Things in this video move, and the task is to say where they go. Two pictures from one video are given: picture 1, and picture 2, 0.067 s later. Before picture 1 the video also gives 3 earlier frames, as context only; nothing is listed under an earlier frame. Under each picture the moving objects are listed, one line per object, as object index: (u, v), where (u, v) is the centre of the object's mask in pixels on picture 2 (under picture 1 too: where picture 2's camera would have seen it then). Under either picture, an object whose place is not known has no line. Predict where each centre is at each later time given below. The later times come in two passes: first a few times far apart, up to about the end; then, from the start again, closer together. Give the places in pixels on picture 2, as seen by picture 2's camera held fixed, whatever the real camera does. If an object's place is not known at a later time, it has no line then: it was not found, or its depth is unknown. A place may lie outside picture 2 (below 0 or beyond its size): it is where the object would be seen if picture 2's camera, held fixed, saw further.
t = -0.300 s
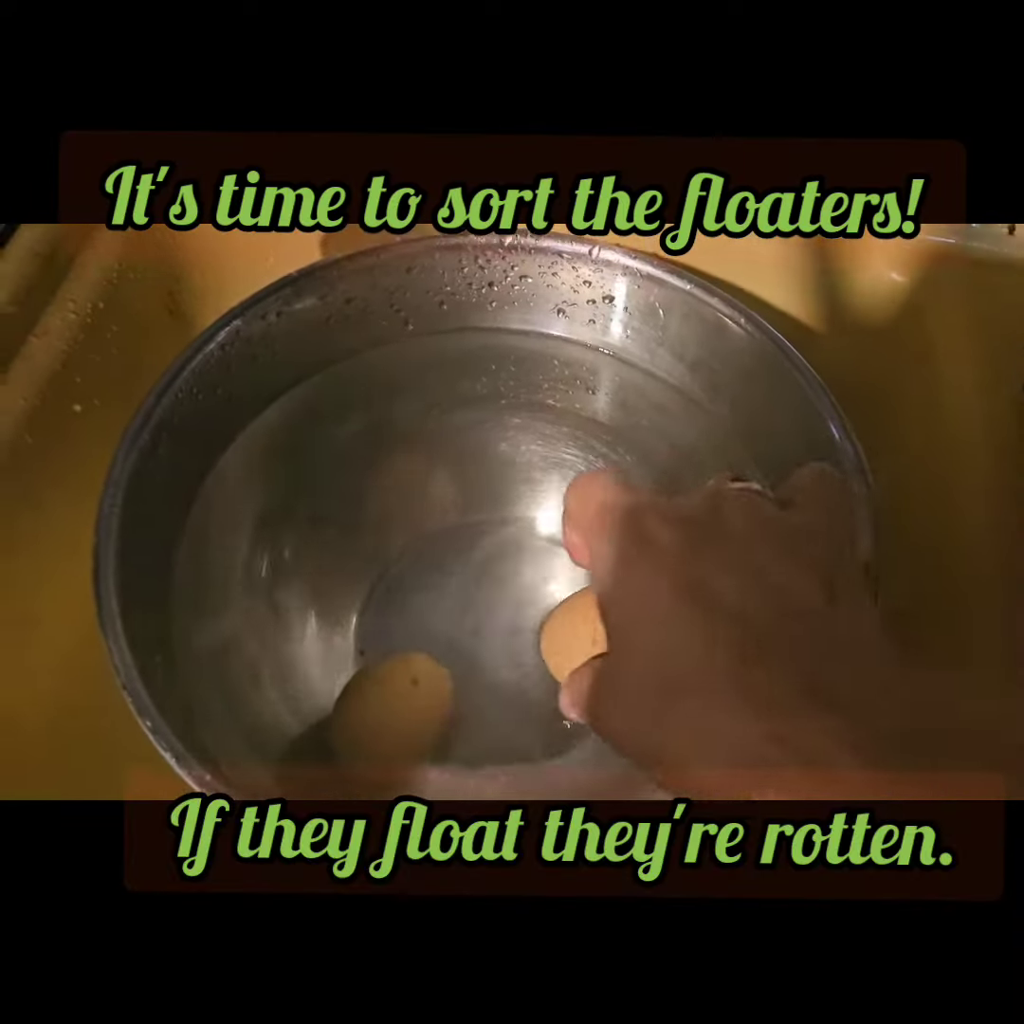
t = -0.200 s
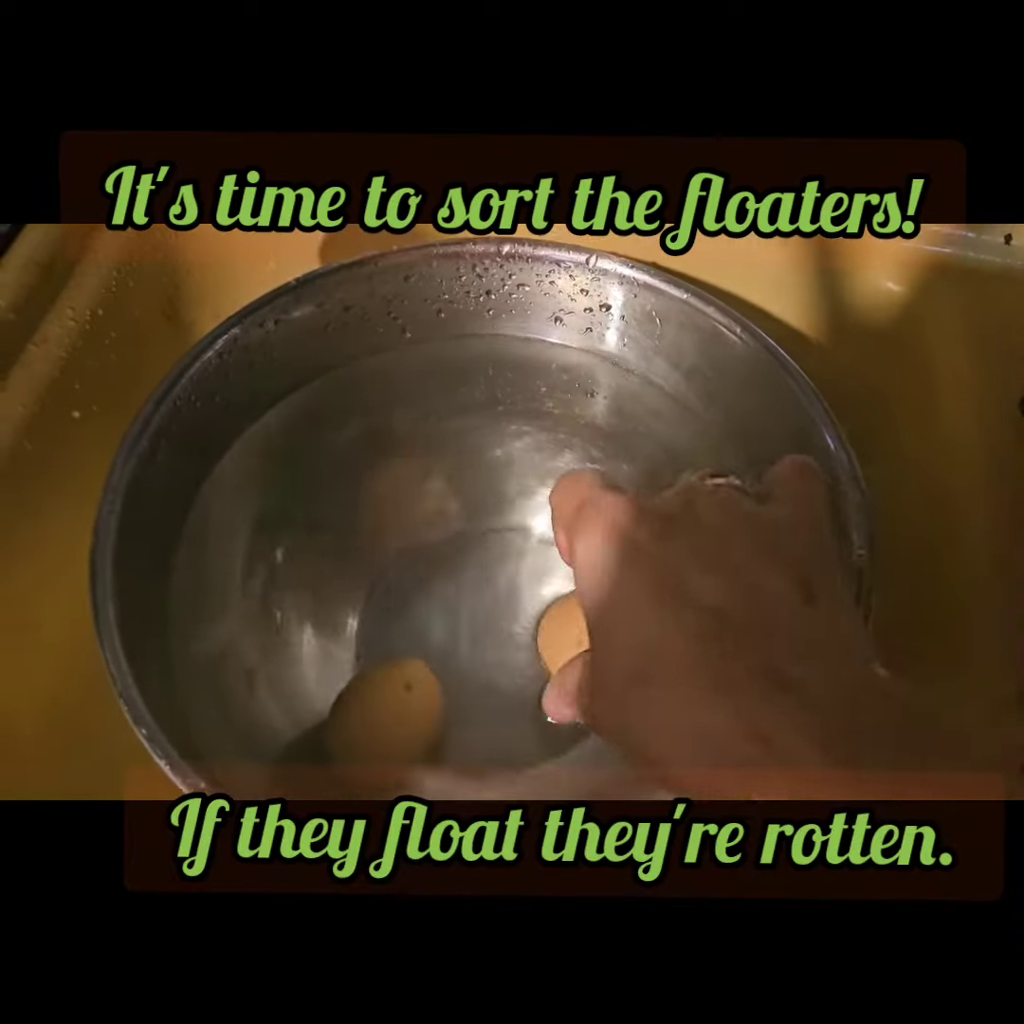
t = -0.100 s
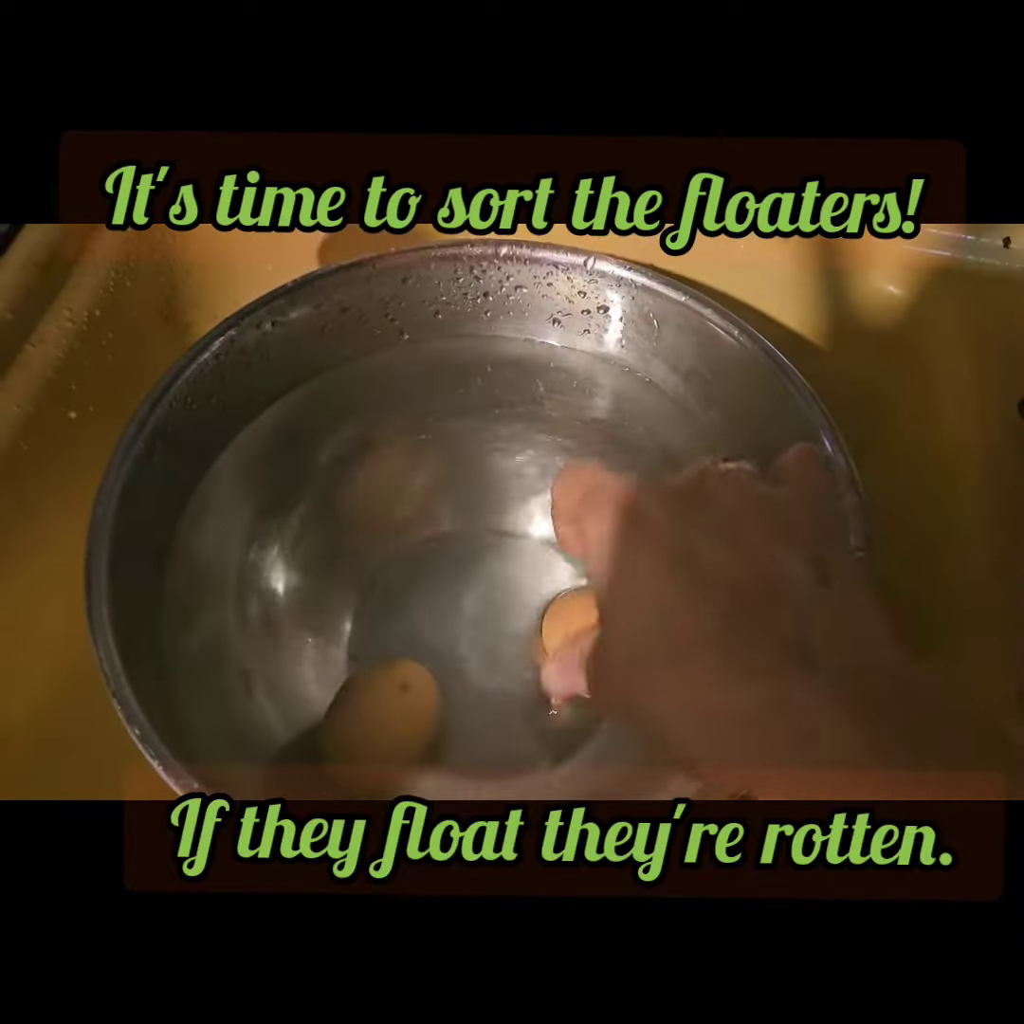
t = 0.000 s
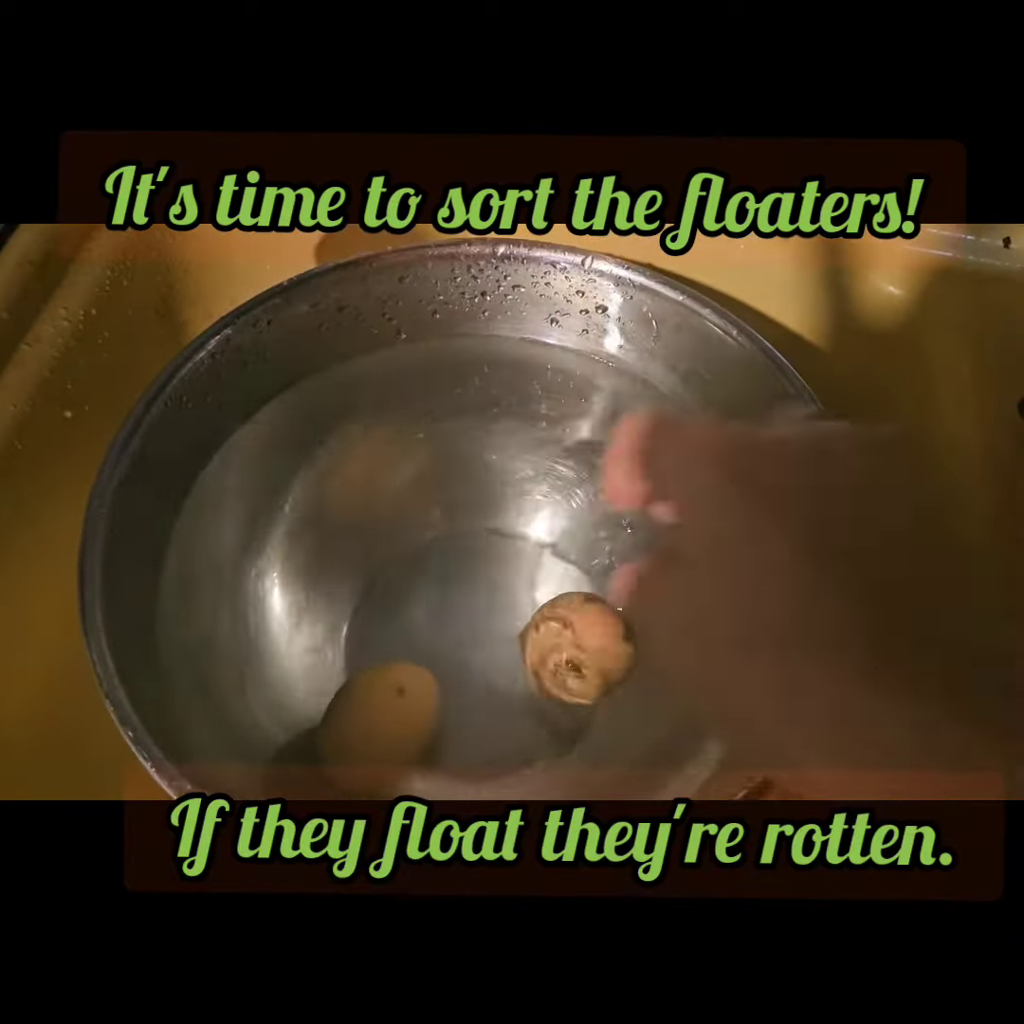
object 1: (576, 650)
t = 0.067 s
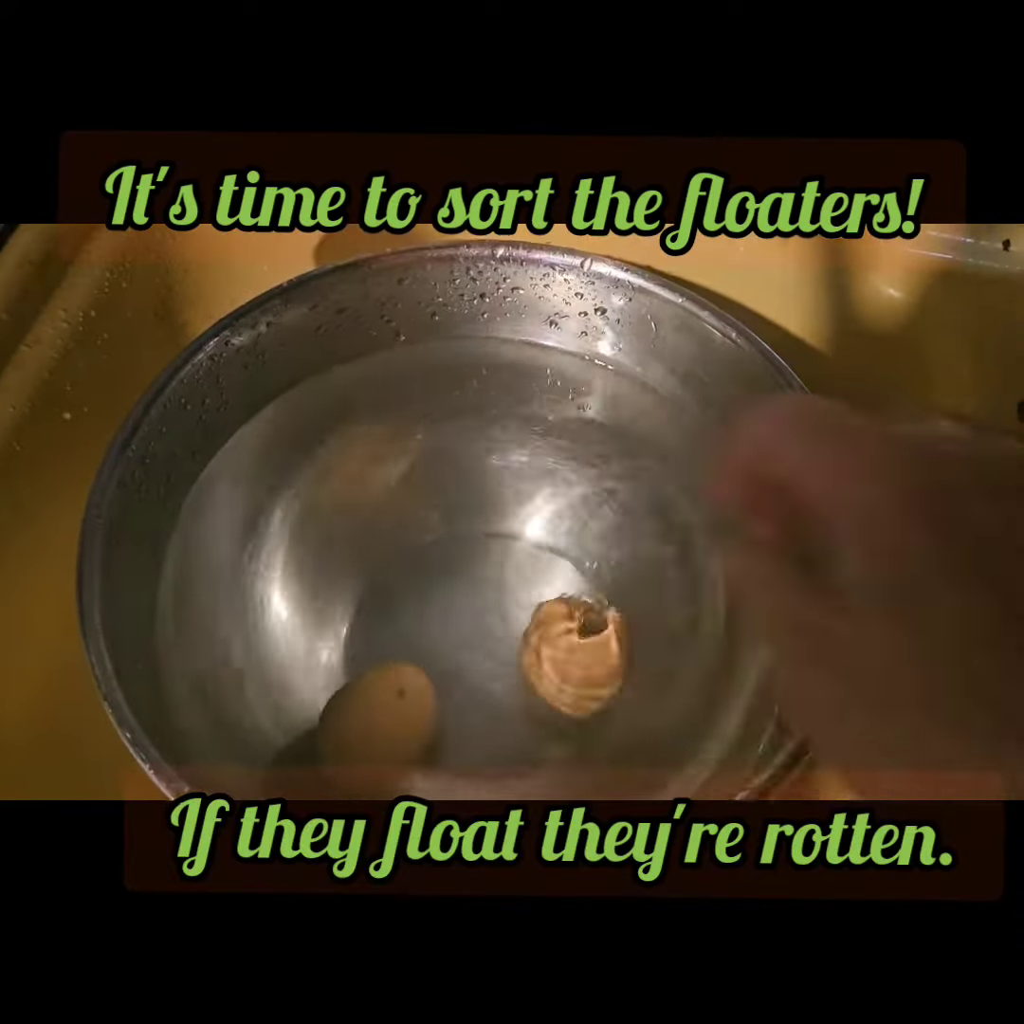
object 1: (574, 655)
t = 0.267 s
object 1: (573, 658)
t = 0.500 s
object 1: (572, 642)
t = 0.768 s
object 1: (577, 614)
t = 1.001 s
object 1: (582, 585)
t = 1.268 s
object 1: (581, 566)
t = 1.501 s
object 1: (583, 571)
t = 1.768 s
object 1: (582, 567)
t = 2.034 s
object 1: (586, 557)
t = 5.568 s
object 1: (617, 525)
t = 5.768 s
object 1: (616, 523)
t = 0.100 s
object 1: (574, 655)
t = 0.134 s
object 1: (571, 659)
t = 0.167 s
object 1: (569, 660)
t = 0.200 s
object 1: (574, 663)
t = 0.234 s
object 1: (574, 659)
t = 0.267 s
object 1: (573, 658)
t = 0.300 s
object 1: (572, 657)
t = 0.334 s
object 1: (571, 654)
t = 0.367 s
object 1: (572, 653)
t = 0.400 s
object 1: (572, 650)
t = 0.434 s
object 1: (571, 646)
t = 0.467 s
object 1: (571, 644)
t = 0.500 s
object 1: (572, 642)
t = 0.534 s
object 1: (573, 637)
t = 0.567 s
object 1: (573, 635)
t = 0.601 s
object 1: (574, 632)
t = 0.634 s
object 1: (574, 627)
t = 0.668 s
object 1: (575, 624)
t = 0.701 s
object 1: (575, 622)
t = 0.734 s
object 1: (577, 619)
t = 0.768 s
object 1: (577, 614)
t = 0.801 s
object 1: (577, 610)
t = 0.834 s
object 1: (578, 606)
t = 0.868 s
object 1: (579, 601)
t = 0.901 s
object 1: (580, 598)
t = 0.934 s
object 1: (580, 595)
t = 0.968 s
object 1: (581, 590)
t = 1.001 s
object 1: (582, 585)
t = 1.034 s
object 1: (582, 581)
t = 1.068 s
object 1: (582, 577)
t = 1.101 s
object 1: (582, 575)
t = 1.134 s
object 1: (582, 573)
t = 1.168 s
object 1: (582, 571)
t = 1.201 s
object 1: (581, 570)
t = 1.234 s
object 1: (581, 568)
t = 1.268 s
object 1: (581, 566)
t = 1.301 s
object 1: (581, 567)
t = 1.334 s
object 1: (582, 568)
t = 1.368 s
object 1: (582, 569)
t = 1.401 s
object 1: (583, 570)
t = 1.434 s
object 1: (583, 570)
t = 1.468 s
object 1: (583, 571)
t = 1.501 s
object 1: (583, 571)
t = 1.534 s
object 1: (583, 570)
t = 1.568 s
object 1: (582, 569)
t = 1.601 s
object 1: (582, 569)
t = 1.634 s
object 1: (582, 569)
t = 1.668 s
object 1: (582, 568)
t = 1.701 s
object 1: (582, 568)
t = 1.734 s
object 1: (582, 568)
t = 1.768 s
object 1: (582, 567)
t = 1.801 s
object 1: (584, 566)
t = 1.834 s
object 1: (583, 565)
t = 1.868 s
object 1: (584, 564)
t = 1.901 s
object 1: (585, 563)
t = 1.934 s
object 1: (584, 561)
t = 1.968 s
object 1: (586, 561)
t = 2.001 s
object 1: (586, 559)
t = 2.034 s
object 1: (586, 557)
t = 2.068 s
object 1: (586, 556)
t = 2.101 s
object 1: (587, 554)
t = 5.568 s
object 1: (617, 525)
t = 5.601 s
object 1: (617, 524)
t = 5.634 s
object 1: (617, 524)
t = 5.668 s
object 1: (618, 524)
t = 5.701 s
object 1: (617, 524)
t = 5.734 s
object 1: (616, 523)
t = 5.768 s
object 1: (616, 523)
